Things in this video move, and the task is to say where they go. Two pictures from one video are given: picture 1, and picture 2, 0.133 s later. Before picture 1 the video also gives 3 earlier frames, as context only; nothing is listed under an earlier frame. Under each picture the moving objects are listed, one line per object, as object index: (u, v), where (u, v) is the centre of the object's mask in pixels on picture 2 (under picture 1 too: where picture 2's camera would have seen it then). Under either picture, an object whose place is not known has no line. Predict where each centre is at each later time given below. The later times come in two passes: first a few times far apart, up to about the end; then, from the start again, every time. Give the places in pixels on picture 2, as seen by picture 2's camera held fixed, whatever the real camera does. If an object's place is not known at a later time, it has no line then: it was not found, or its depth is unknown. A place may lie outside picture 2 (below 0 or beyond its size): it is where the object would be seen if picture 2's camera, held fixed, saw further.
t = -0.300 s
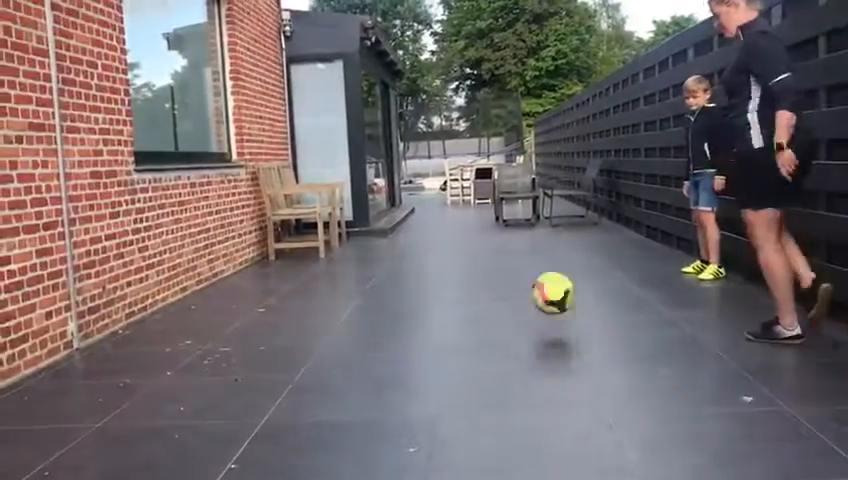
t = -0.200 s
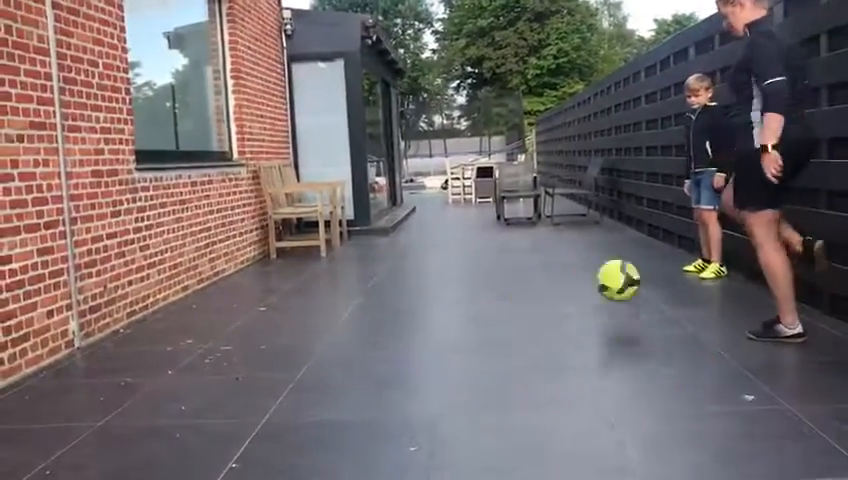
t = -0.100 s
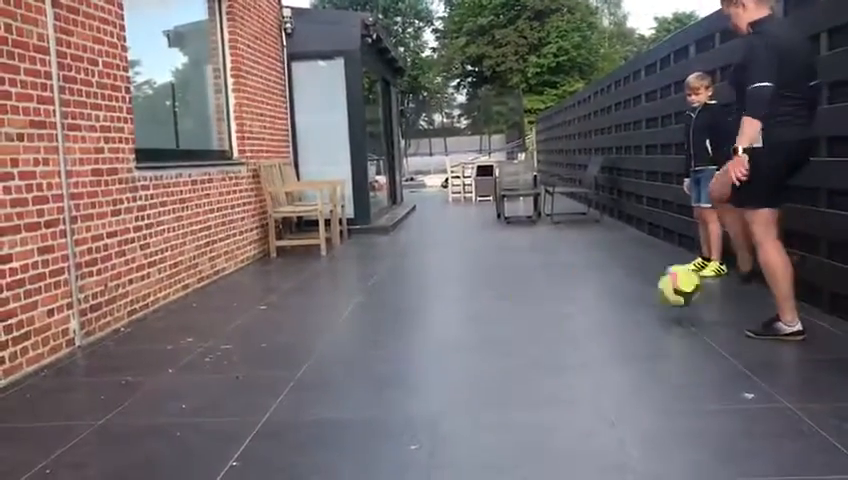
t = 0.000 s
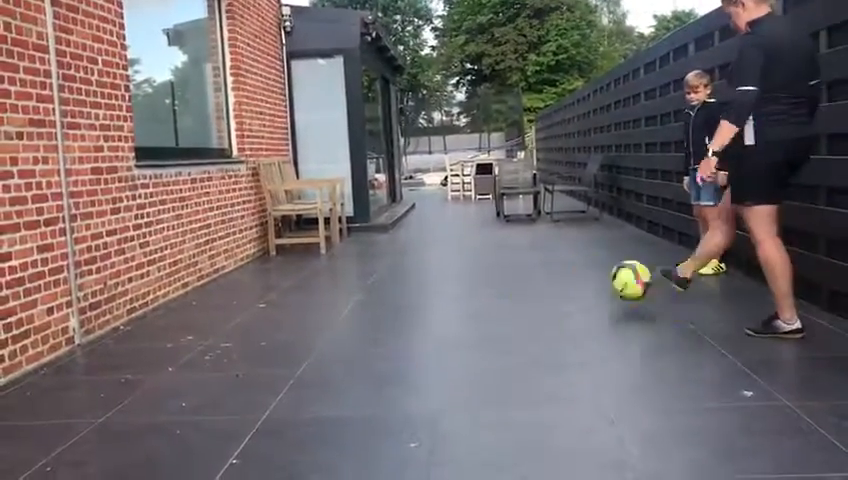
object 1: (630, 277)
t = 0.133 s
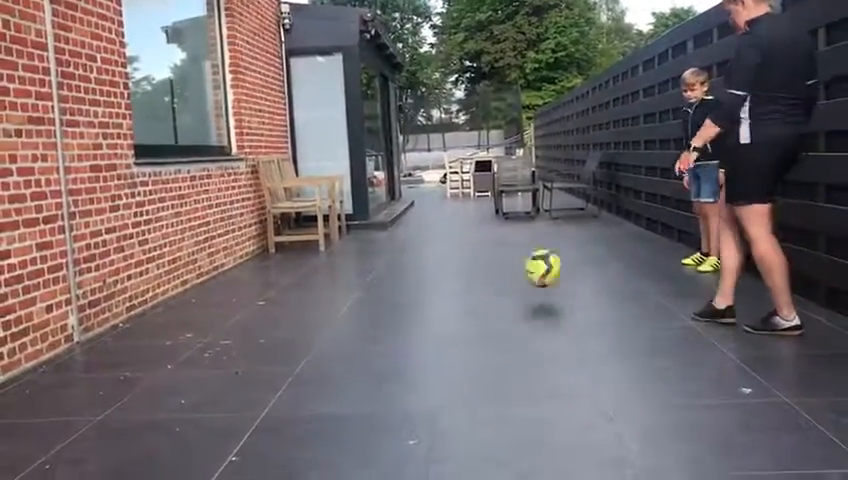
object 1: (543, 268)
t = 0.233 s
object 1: (486, 276)
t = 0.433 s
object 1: (387, 268)
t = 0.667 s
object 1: (296, 264)
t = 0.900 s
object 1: (223, 260)
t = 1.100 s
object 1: (291, 246)
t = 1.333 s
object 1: (334, 243)
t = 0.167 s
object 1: (523, 271)
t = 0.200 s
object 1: (504, 274)
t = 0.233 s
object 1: (486, 276)
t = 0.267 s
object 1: (468, 269)
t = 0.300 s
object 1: (451, 266)
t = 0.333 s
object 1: (434, 264)
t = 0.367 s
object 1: (417, 264)
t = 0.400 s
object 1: (403, 266)
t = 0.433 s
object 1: (387, 268)
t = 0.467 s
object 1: (373, 270)
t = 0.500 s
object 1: (359, 264)
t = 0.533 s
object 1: (346, 261)
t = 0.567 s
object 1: (332, 259)
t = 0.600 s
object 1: (320, 259)
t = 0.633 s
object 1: (307, 260)
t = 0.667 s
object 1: (296, 264)
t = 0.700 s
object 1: (284, 265)
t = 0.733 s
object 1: (272, 259)
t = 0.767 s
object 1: (261, 258)
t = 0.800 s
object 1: (250, 257)
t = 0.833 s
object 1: (240, 259)
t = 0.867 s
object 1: (229, 260)
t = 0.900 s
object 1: (223, 260)
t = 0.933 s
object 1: (236, 254)
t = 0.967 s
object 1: (247, 250)
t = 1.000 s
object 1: (259, 247)
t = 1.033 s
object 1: (269, 246)
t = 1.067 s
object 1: (279, 245)
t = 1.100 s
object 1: (291, 246)
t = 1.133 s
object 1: (301, 249)
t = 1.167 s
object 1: (311, 253)
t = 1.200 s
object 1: (315, 248)
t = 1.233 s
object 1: (320, 245)
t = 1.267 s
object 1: (325, 243)
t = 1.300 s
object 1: (329, 242)
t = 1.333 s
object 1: (334, 243)
